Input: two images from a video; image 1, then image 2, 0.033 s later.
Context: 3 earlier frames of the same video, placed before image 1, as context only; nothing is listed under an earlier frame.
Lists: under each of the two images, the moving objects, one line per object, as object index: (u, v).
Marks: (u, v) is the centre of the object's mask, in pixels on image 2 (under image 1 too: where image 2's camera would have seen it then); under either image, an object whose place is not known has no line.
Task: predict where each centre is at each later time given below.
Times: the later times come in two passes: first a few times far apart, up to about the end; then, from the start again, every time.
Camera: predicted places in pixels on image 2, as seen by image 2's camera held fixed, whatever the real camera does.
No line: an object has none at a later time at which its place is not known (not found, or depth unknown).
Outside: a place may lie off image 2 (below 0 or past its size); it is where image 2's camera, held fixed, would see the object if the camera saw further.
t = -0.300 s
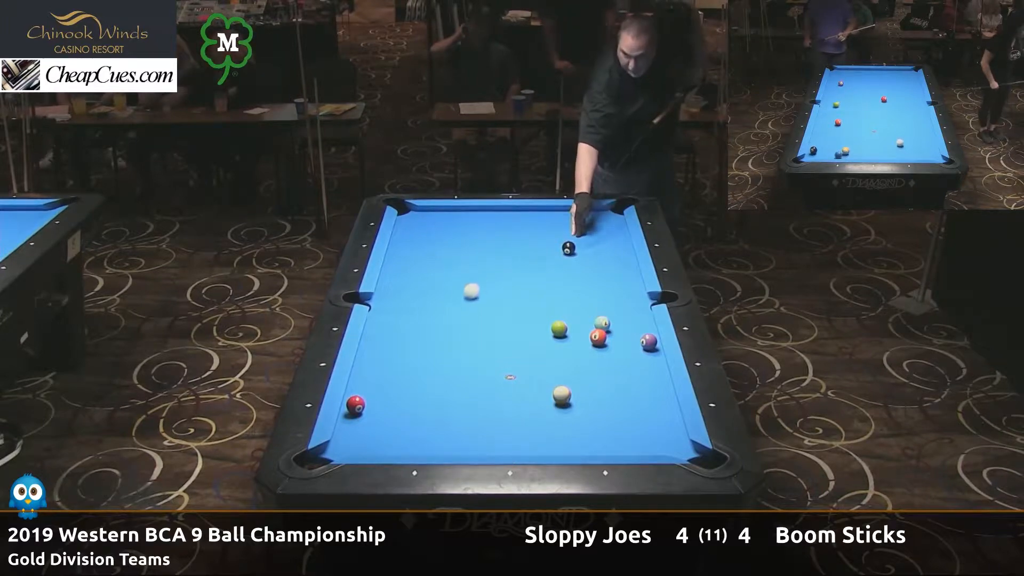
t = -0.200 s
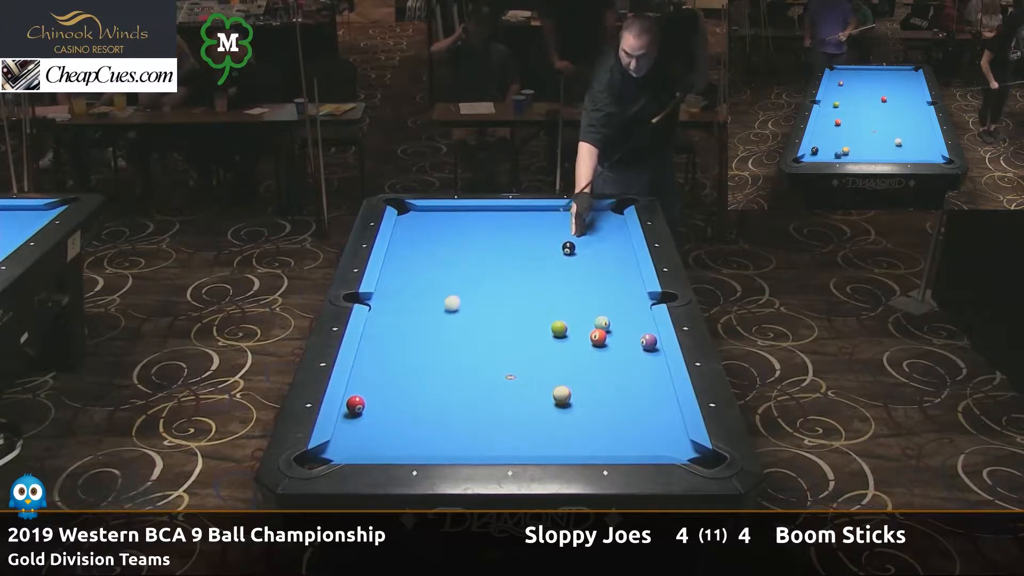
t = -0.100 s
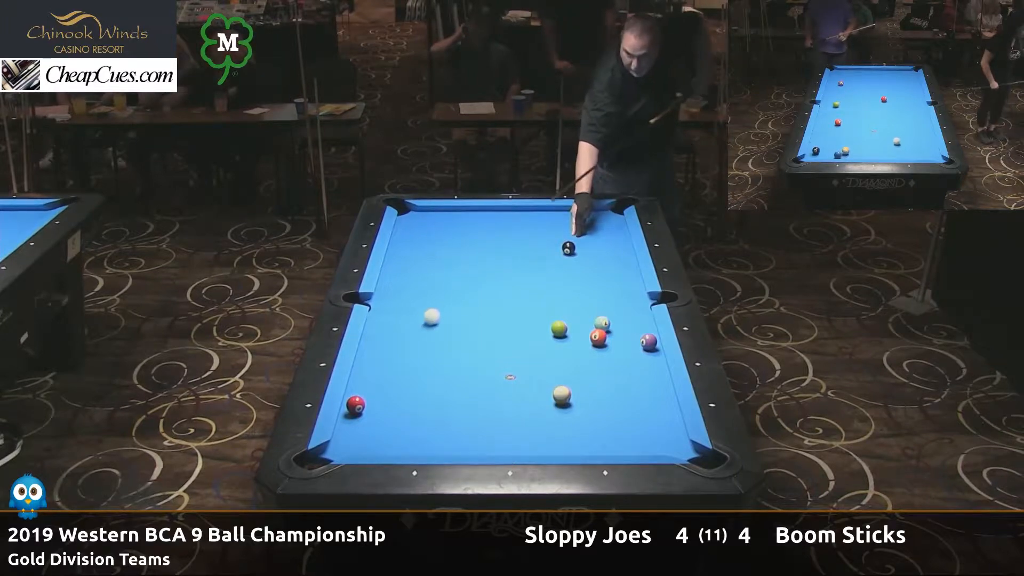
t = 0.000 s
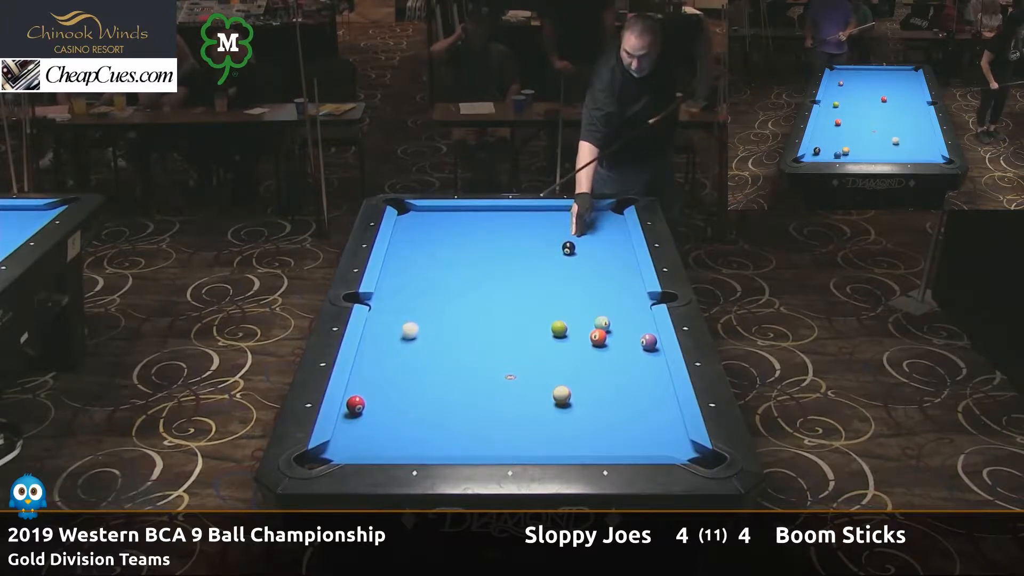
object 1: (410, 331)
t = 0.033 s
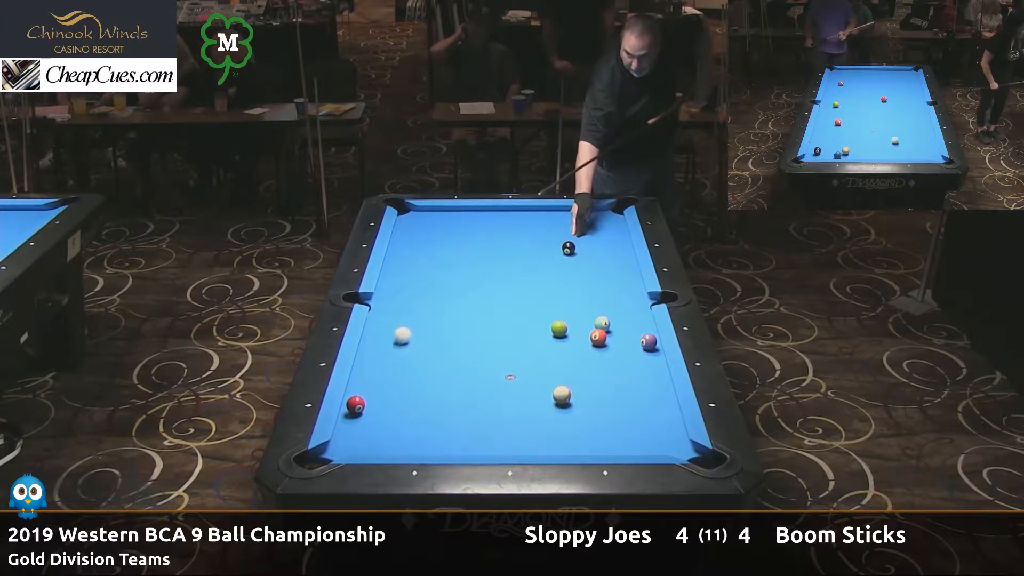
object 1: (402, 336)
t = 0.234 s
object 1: (363, 365)
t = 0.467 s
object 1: (384, 397)
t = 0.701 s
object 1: (407, 433)
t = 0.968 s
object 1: (448, 438)
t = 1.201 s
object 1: (491, 417)
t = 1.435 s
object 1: (529, 399)
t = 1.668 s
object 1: (557, 380)
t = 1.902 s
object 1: (577, 362)
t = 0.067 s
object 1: (395, 340)
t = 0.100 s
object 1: (387, 345)
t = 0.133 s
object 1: (379, 350)
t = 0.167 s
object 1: (371, 355)
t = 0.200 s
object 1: (363, 360)
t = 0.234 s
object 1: (363, 365)
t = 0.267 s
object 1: (367, 369)
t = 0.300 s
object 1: (370, 373)
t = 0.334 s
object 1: (372, 378)
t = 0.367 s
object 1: (375, 382)
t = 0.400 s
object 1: (378, 387)
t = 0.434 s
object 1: (382, 392)
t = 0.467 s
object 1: (384, 397)
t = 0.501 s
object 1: (387, 402)
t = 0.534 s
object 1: (390, 407)
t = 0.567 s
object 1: (394, 411)
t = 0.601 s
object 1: (397, 417)
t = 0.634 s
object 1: (400, 422)
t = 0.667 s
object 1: (403, 427)
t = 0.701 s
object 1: (407, 433)
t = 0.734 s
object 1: (410, 438)
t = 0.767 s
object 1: (414, 442)
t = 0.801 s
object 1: (418, 446)
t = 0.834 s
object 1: (422, 448)
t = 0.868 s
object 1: (429, 446)
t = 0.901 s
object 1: (435, 444)
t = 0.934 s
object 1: (442, 442)
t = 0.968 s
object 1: (448, 438)
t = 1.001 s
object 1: (455, 435)
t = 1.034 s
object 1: (461, 432)
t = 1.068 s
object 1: (467, 429)
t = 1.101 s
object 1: (473, 426)
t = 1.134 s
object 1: (479, 423)
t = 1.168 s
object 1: (485, 420)
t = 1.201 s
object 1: (491, 417)
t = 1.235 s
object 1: (496, 415)
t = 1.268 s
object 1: (502, 412)
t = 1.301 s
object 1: (507, 409)
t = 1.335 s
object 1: (513, 406)
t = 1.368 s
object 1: (519, 404)
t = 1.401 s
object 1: (524, 401)
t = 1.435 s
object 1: (529, 399)
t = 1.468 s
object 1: (534, 396)
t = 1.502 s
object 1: (540, 393)
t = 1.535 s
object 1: (545, 391)
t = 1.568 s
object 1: (547, 388)
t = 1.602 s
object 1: (550, 385)
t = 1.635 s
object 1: (554, 382)
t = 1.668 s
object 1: (557, 380)
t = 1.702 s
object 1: (560, 377)
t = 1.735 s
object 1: (563, 374)
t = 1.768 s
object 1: (566, 372)
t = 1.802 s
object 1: (568, 369)
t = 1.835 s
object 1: (571, 367)
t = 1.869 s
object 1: (574, 365)
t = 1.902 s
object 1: (577, 362)
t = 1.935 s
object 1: (580, 359)
